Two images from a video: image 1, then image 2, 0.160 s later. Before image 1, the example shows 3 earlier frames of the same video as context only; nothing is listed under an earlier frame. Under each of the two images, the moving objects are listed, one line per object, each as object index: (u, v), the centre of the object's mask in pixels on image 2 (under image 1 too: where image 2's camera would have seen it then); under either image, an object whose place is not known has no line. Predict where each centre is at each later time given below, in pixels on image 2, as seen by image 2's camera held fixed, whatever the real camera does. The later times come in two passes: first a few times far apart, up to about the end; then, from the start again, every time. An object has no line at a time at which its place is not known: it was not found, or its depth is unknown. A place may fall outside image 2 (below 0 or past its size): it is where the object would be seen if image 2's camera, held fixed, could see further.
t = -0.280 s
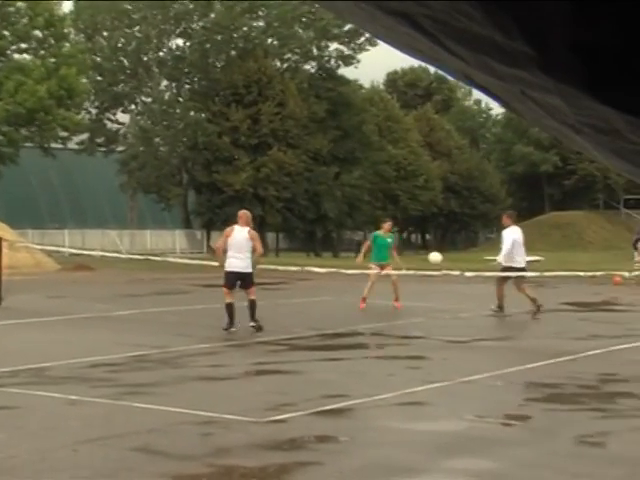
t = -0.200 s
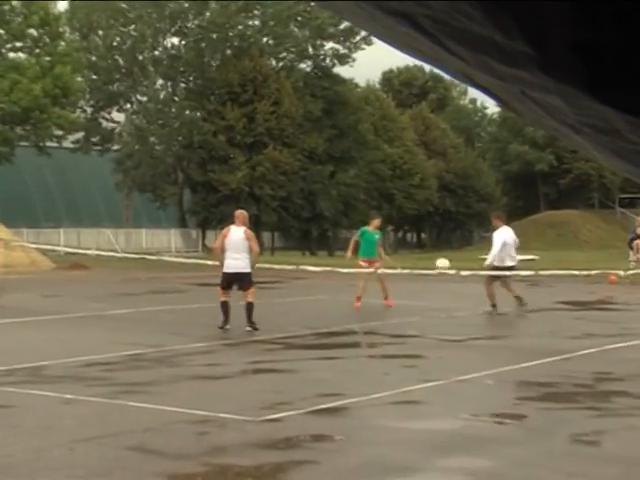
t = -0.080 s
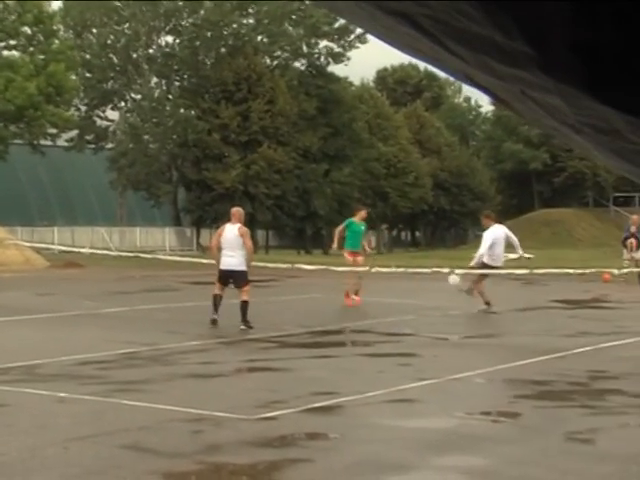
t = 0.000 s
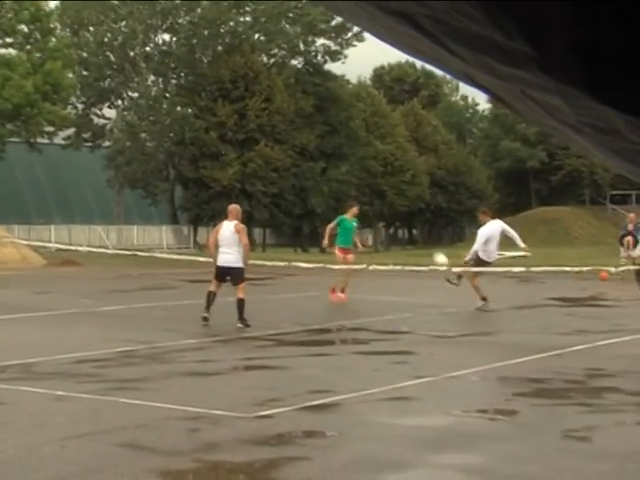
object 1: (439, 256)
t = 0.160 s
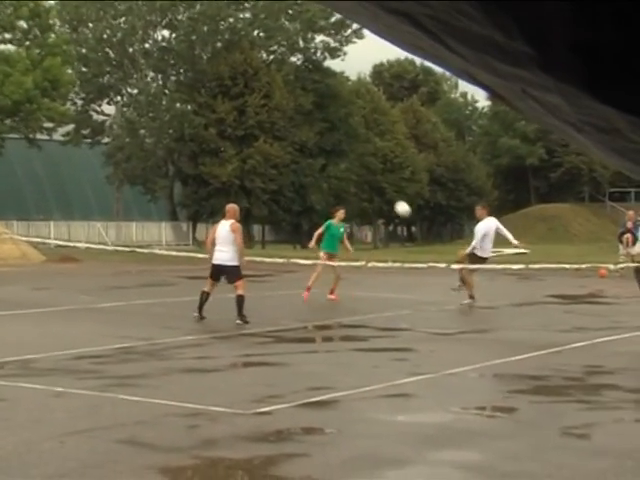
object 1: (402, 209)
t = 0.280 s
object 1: (375, 180)
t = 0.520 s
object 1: (313, 149)
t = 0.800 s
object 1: (234, 159)
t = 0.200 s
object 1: (393, 199)
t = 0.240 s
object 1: (383, 189)
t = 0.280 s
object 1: (375, 180)
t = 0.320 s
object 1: (364, 173)
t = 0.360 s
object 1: (354, 166)
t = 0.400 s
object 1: (344, 161)
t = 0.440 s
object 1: (334, 156)
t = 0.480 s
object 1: (323, 152)
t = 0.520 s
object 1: (313, 149)
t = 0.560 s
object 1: (302, 148)
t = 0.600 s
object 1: (291, 147)
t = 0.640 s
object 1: (280, 148)
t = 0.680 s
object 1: (269, 149)
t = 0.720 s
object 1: (257, 151)
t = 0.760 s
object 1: (246, 154)
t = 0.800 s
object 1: (234, 159)
